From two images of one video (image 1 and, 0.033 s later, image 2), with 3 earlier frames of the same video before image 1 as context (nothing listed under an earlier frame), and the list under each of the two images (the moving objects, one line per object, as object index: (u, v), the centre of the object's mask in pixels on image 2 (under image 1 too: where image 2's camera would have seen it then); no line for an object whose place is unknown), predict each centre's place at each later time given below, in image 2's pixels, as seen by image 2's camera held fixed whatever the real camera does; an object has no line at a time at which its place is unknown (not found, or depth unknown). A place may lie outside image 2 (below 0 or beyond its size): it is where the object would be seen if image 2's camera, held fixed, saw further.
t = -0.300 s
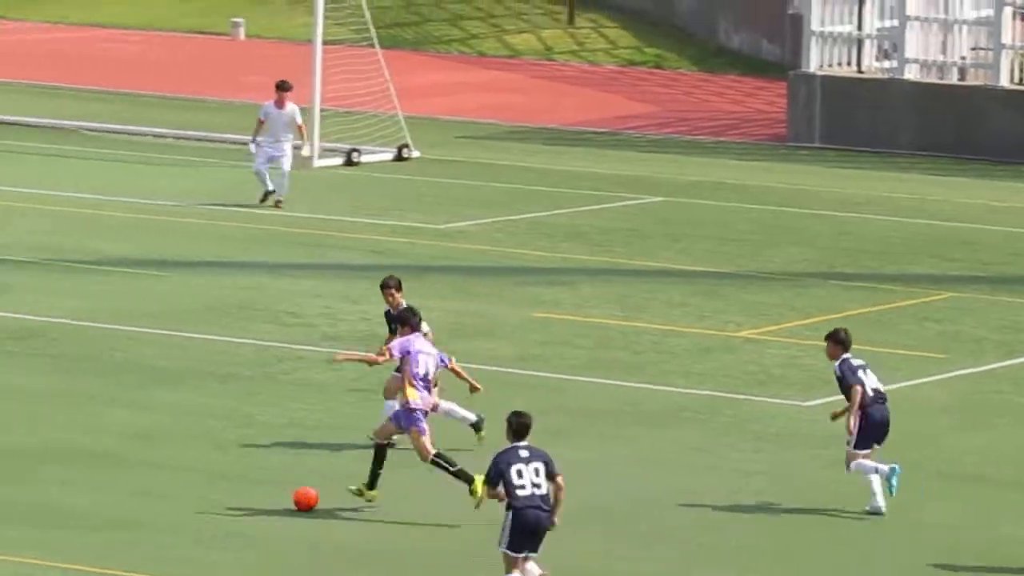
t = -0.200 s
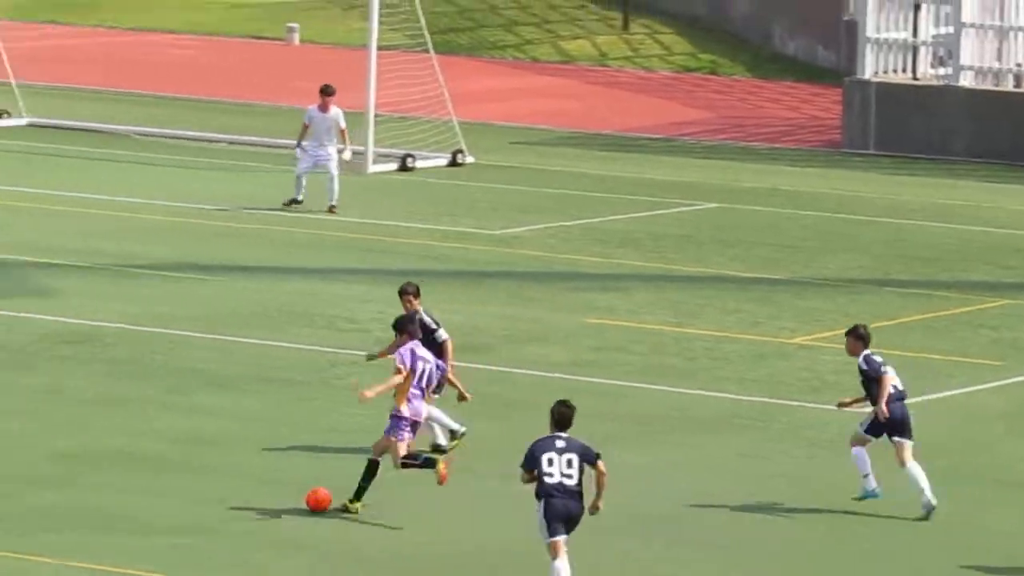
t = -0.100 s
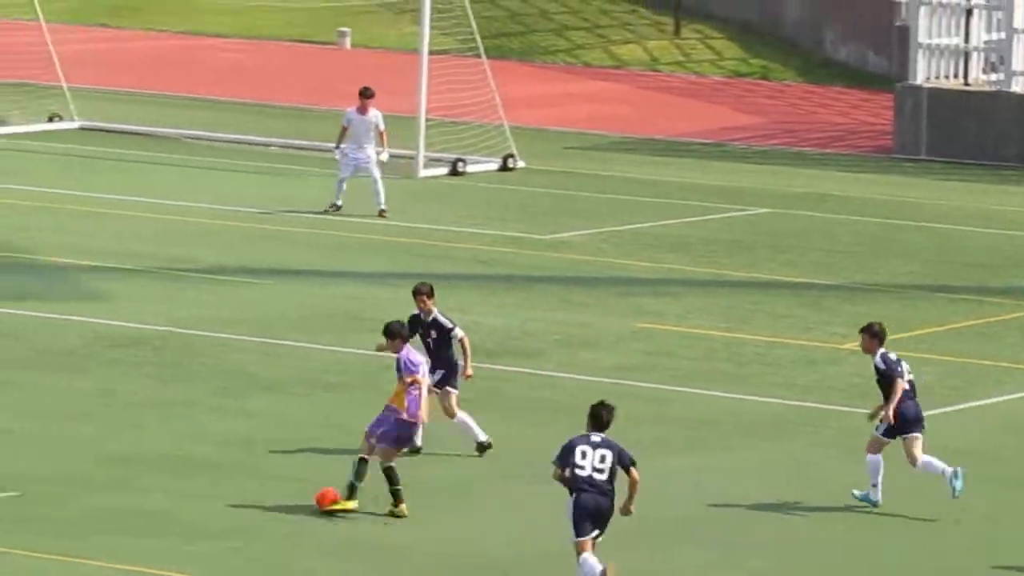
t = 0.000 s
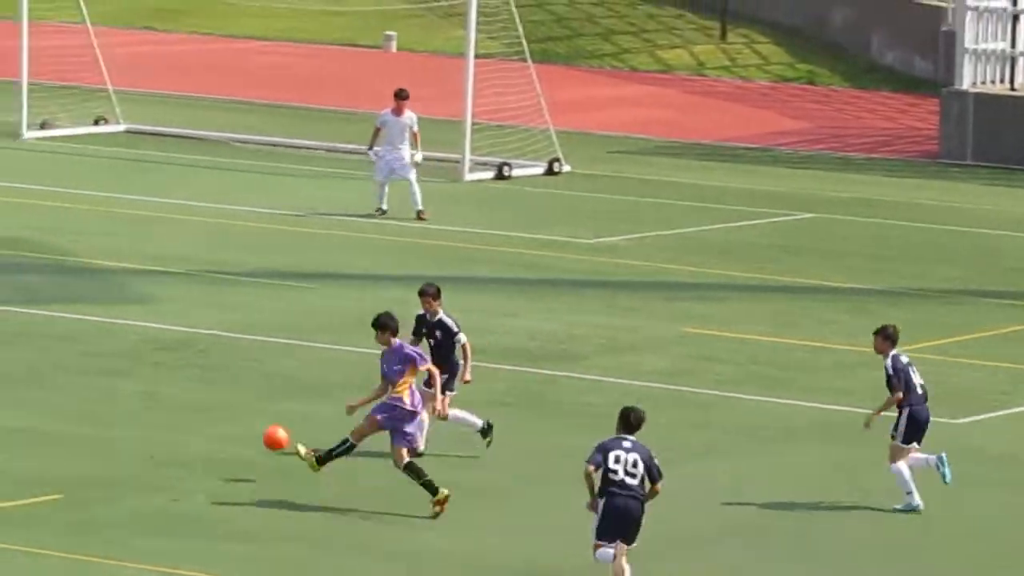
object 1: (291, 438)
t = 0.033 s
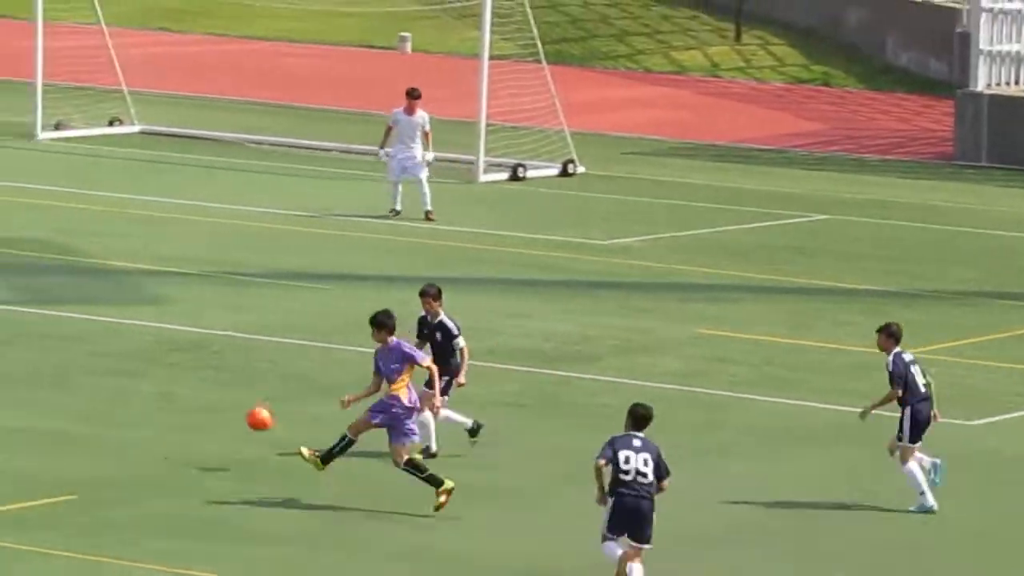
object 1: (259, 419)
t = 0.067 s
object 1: (228, 399)
